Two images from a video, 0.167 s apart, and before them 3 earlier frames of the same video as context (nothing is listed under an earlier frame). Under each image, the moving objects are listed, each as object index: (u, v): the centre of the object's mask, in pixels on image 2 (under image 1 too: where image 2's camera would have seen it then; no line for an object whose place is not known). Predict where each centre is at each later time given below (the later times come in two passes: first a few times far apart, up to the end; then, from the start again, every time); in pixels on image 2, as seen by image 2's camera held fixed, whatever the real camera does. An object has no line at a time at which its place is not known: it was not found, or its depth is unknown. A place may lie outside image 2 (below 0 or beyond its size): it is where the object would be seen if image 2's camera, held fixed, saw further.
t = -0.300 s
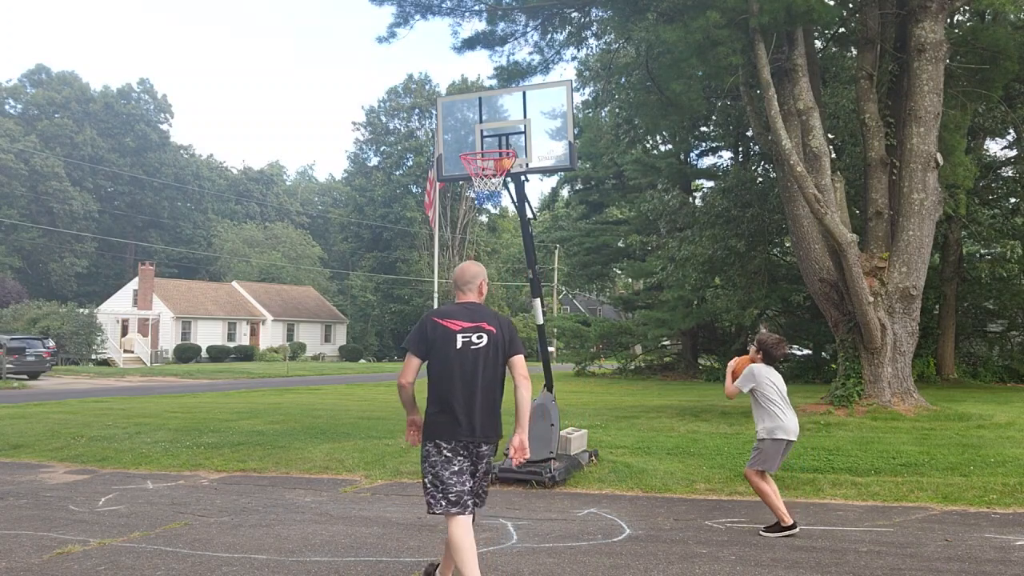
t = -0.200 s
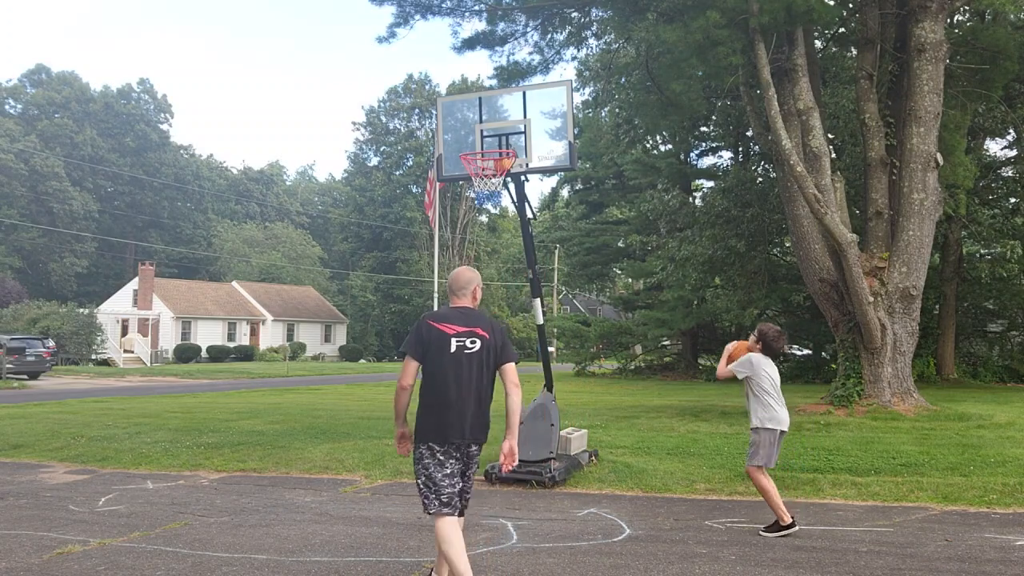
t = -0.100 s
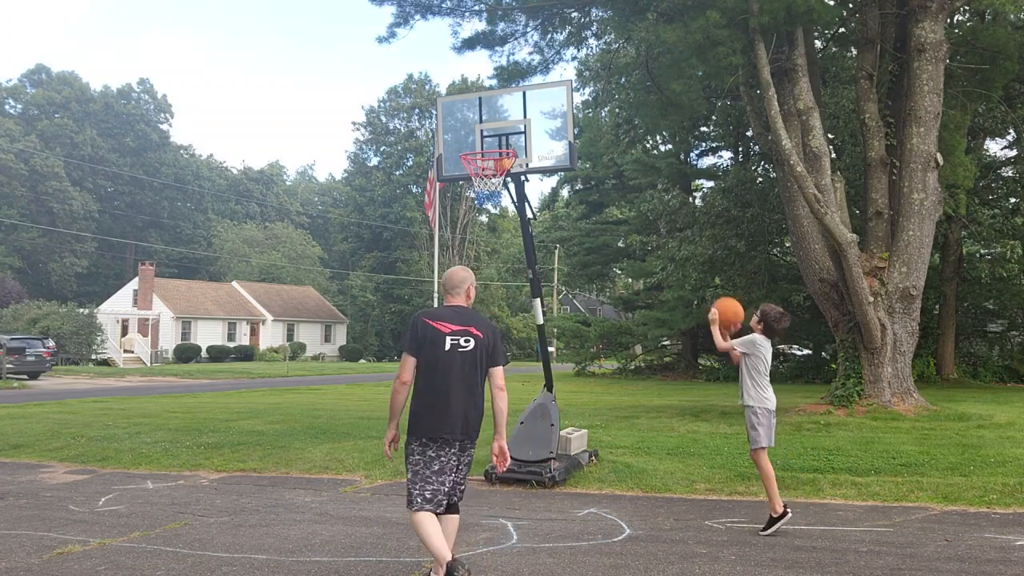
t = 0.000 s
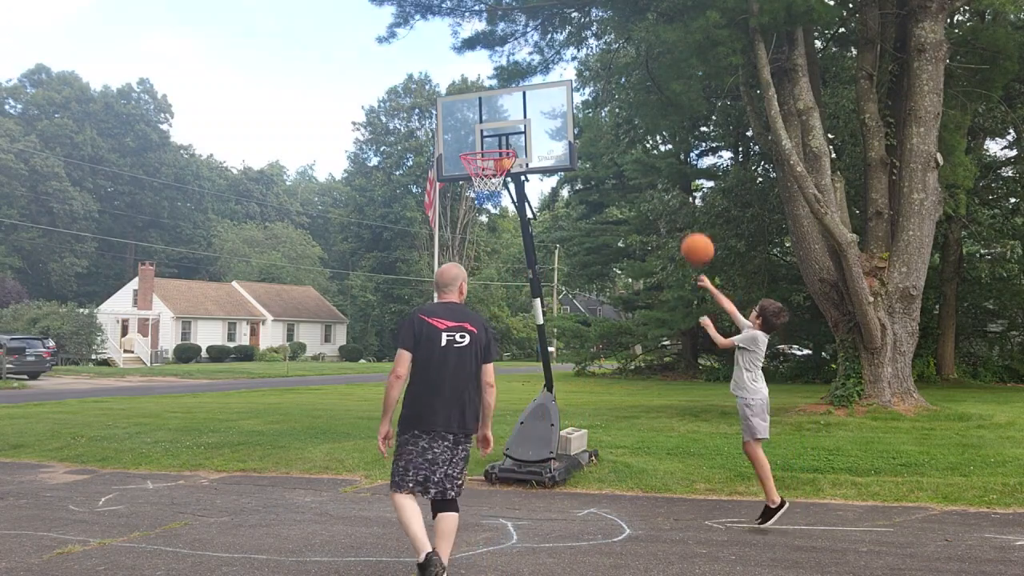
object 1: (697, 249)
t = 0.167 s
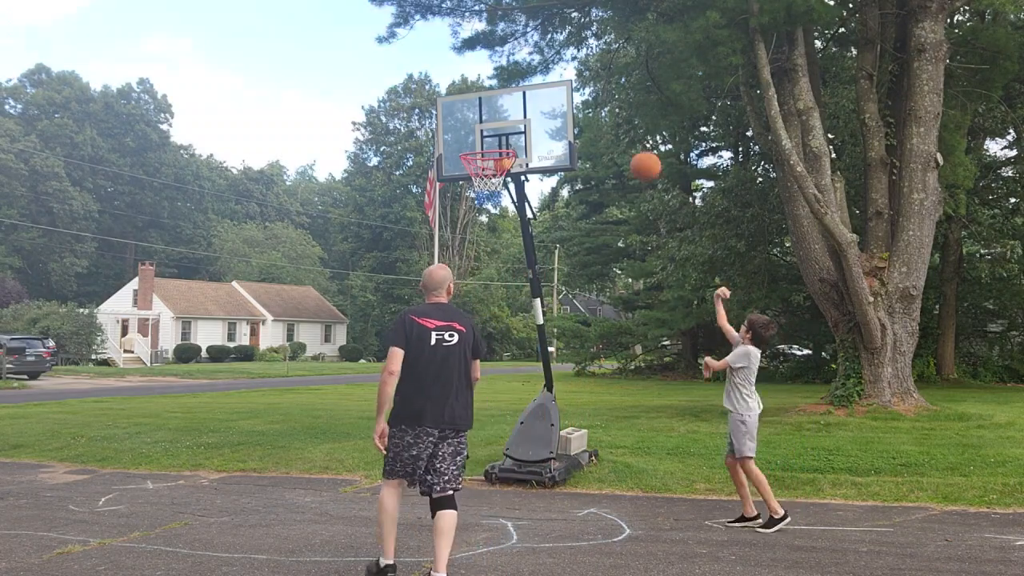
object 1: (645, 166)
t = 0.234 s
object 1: (627, 145)
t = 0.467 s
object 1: (568, 114)
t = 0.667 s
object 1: (529, 129)
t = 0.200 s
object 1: (636, 155)
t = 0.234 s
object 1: (627, 145)
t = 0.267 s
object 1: (618, 136)
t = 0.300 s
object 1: (609, 129)
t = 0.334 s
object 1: (601, 123)
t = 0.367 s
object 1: (592, 119)
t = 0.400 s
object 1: (585, 116)
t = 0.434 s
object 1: (576, 115)
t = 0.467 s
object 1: (568, 114)
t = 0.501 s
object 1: (560, 115)
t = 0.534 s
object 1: (551, 117)
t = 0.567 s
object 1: (546, 118)
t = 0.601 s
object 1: (540, 121)
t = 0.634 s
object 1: (534, 125)
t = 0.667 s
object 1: (529, 129)
